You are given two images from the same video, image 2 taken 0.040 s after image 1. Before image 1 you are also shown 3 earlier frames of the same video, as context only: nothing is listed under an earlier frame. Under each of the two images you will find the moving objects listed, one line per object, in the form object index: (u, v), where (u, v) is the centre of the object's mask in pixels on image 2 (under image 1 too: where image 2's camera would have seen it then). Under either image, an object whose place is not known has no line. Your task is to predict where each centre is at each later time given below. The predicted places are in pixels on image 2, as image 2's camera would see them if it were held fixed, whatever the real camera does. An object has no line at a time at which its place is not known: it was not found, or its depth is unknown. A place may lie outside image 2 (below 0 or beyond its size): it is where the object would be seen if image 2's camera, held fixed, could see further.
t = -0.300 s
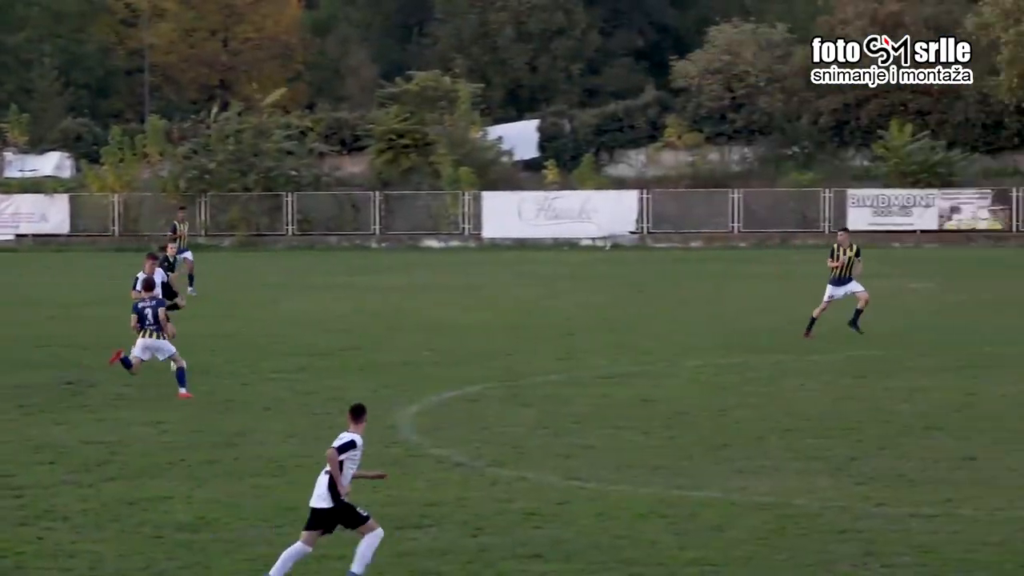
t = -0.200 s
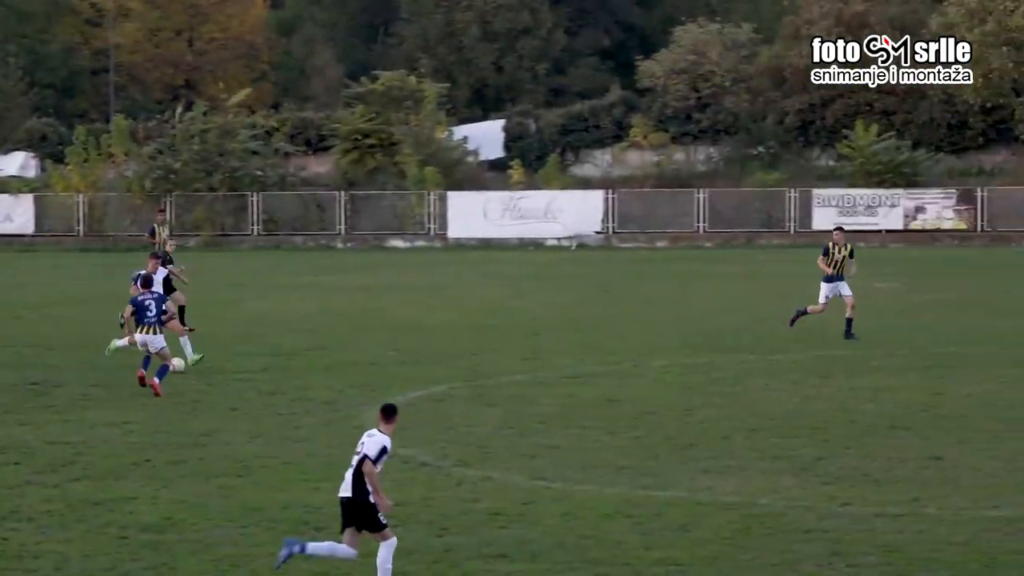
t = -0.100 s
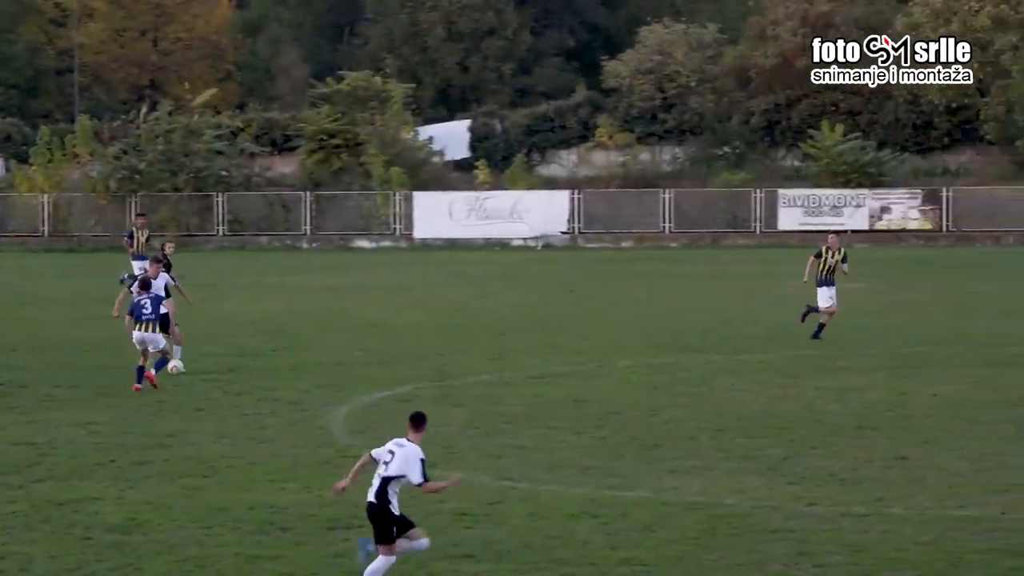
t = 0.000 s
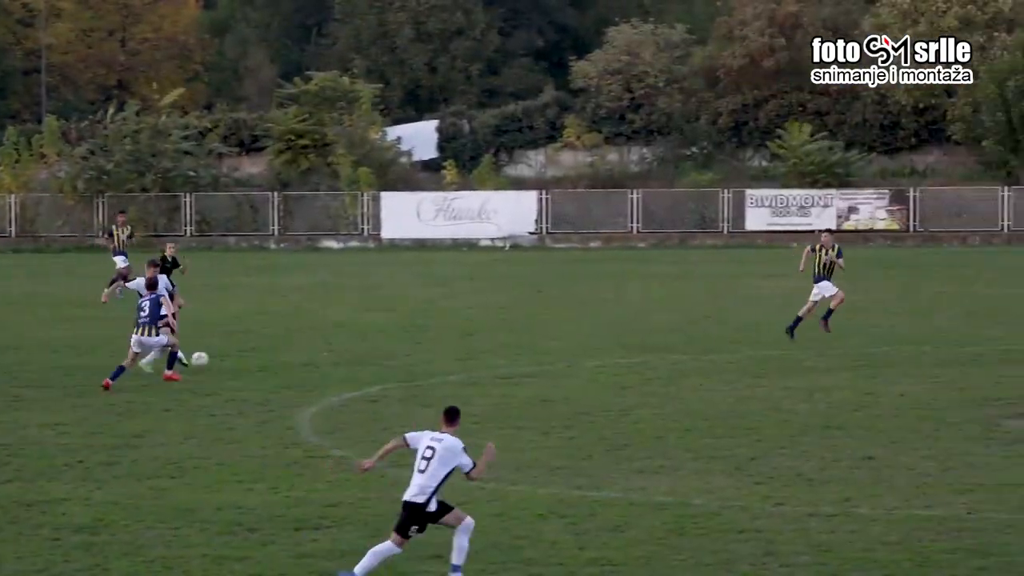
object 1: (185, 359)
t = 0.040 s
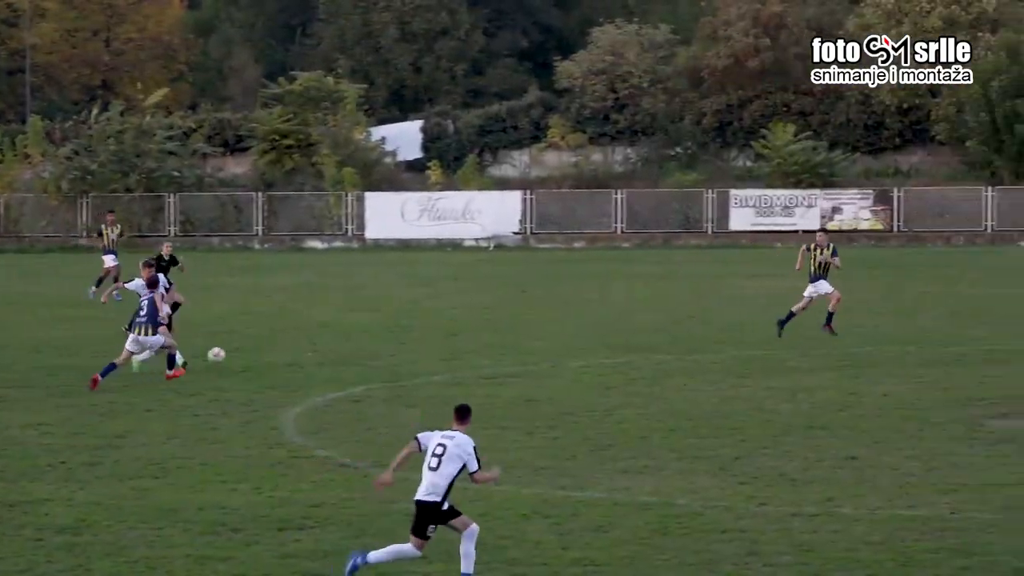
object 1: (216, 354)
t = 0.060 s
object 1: (232, 353)
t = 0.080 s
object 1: (248, 351)
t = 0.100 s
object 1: (264, 350)
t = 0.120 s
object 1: (280, 350)
